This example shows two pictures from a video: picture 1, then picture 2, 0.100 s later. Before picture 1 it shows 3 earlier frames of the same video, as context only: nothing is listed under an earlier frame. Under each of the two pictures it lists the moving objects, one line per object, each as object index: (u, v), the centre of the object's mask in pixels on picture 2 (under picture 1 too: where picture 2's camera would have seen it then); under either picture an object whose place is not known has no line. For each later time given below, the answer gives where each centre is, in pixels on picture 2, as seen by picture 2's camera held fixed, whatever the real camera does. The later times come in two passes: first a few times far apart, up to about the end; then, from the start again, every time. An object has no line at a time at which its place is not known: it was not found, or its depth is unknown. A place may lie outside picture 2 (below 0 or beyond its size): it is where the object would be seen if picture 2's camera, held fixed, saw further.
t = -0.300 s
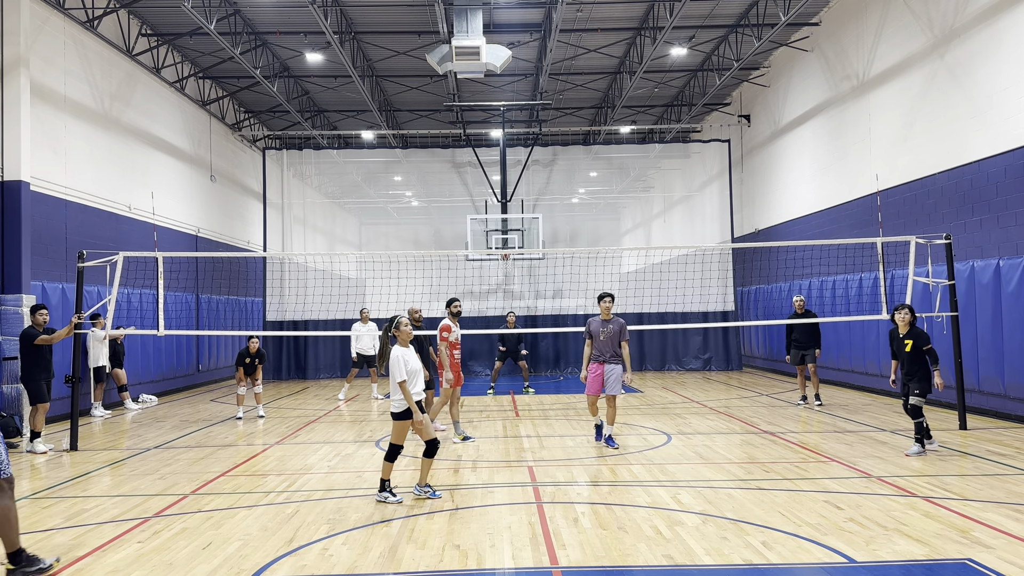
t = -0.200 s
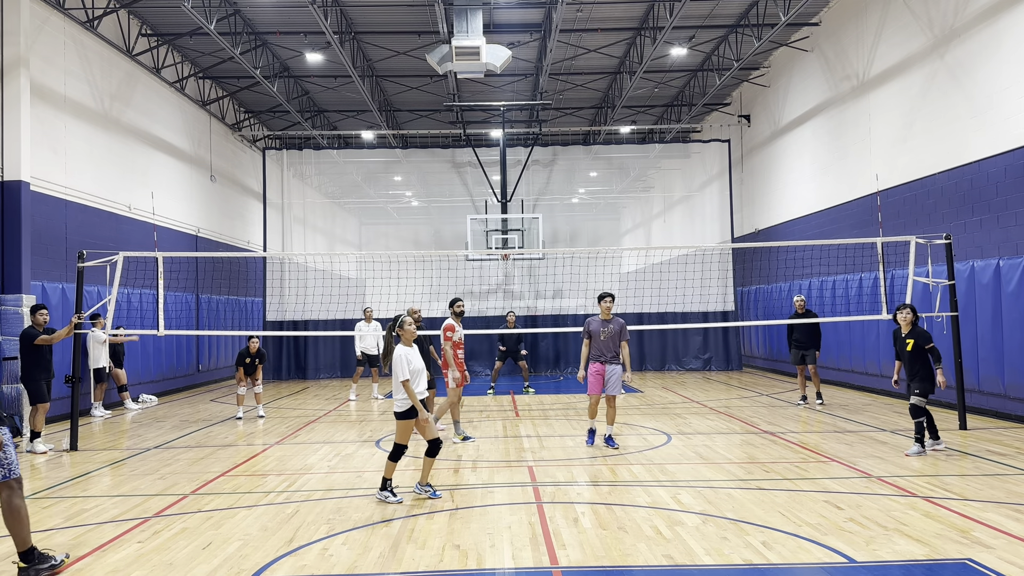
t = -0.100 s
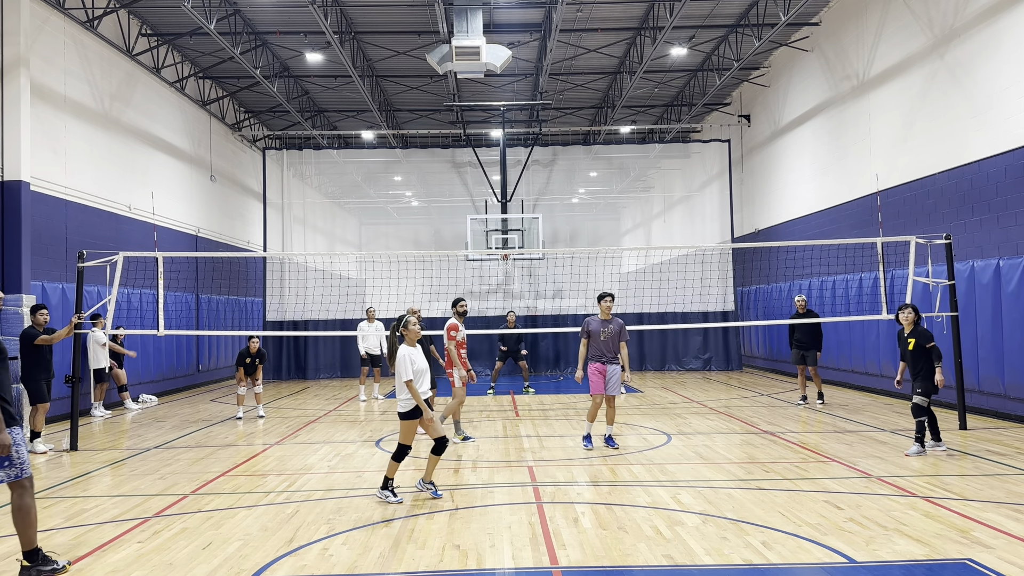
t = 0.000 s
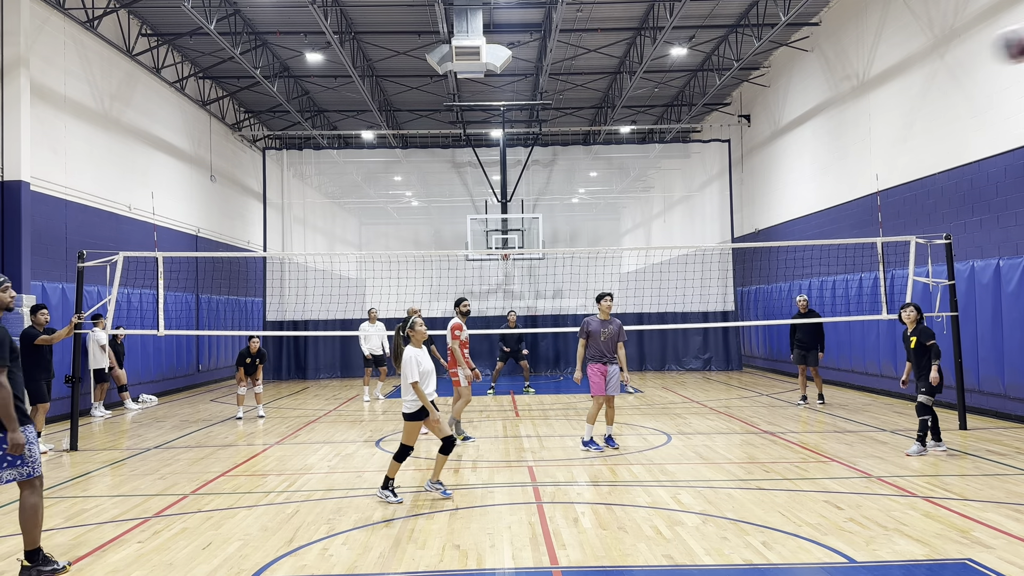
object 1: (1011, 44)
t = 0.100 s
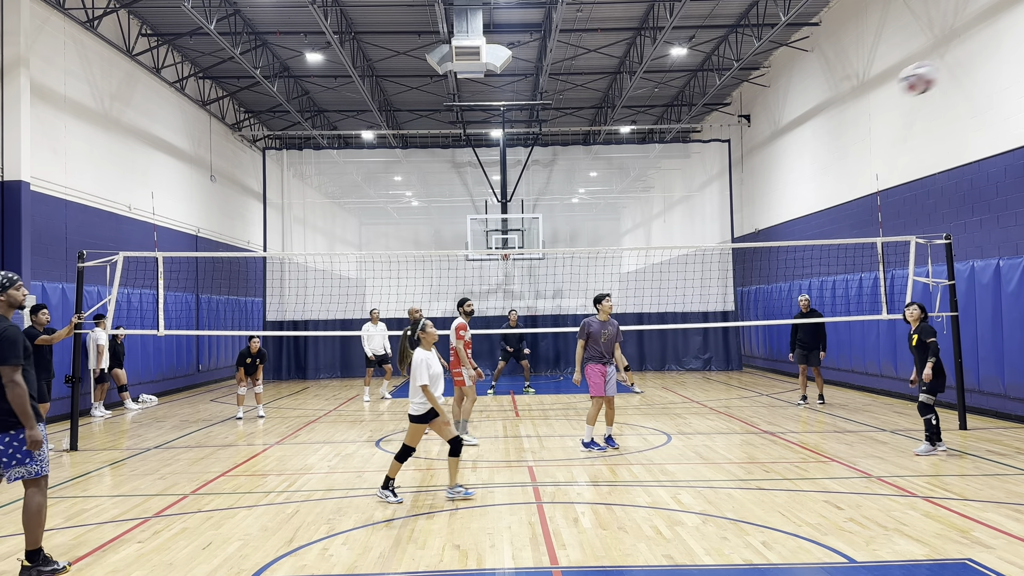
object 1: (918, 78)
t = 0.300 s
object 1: (815, 145)
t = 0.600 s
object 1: (748, 243)
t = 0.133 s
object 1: (894, 90)
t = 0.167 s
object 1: (875, 100)
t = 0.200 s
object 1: (857, 111)
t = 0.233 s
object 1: (841, 123)
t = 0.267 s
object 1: (827, 135)
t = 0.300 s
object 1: (815, 145)
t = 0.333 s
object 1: (804, 156)
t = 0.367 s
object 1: (794, 166)
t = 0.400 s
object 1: (785, 177)
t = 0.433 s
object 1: (777, 188)
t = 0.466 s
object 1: (770, 199)
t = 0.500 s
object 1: (763, 210)
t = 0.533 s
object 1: (758, 222)
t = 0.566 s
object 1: (752, 233)
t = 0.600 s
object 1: (748, 243)
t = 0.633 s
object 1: (744, 255)
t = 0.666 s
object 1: (740, 265)
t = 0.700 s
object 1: (737, 276)
